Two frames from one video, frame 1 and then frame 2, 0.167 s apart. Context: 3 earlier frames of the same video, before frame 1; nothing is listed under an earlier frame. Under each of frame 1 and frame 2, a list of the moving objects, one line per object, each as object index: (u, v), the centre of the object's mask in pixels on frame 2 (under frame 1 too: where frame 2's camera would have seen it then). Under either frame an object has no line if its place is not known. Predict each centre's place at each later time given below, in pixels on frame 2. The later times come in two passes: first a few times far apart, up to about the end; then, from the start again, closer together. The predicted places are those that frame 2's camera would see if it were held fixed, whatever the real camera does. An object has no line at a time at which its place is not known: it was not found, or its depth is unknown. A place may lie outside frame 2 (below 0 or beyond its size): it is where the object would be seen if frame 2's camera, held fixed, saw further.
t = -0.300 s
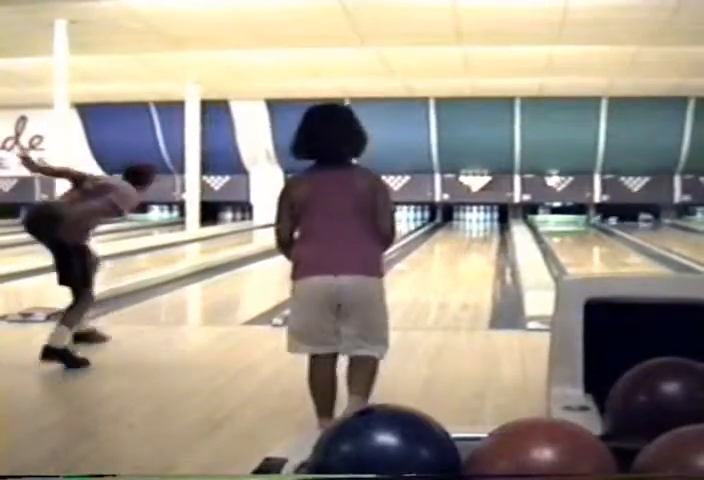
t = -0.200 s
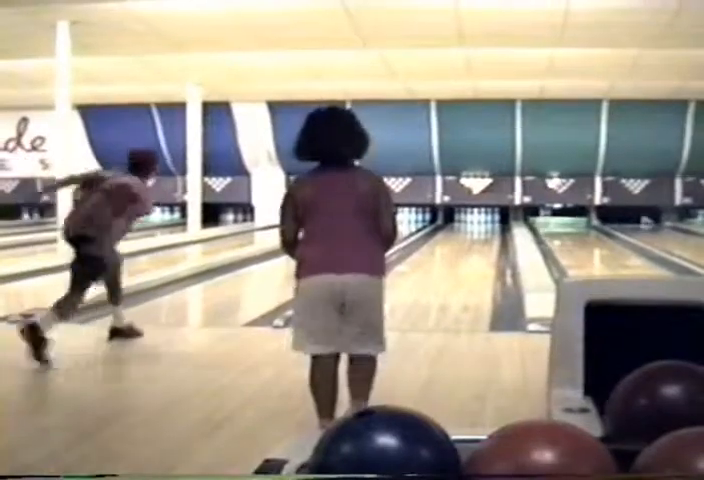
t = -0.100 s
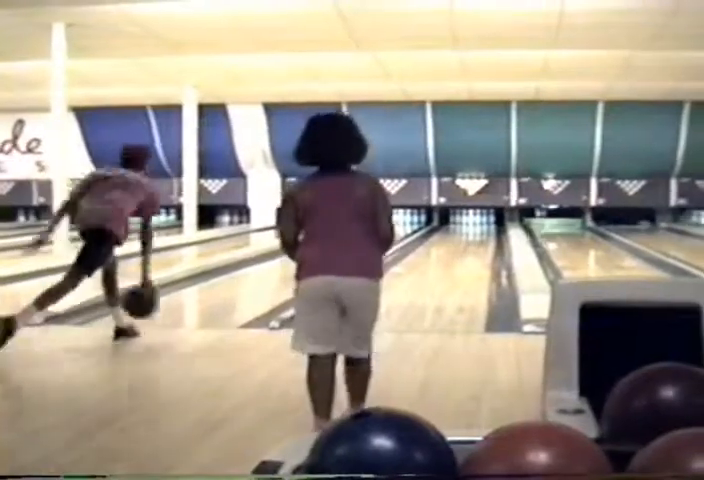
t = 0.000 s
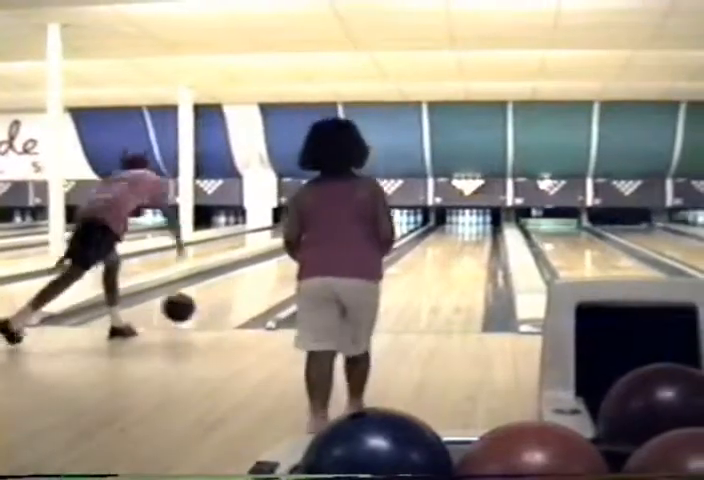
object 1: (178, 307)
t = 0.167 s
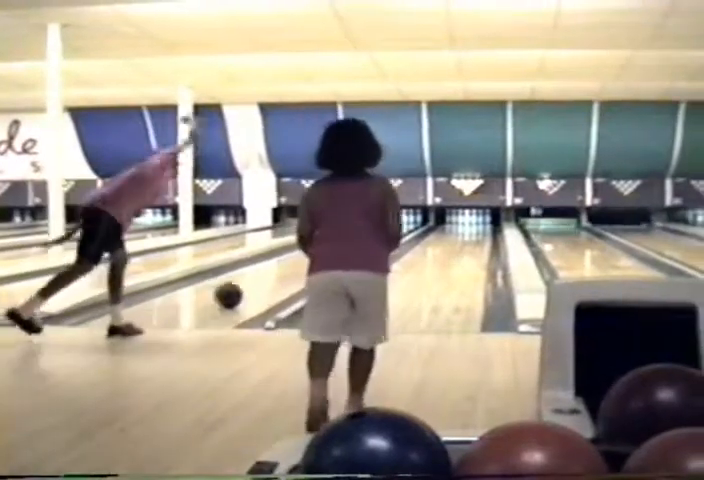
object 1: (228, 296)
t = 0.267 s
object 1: (252, 286)
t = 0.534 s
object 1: (297, 266)
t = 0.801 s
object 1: (326, 254)
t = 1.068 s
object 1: (346, 246)
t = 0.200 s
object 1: (237, 292)
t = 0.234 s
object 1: (244, 289)
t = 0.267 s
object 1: (252, 286)
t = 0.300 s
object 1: (259, 283)
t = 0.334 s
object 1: (266, 280)
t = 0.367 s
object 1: (271, 278)
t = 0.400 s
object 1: (277, 275)
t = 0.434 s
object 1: (283, 273)
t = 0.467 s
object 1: (288, 270)
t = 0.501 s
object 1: (292, 268)
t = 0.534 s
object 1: (297, 266)
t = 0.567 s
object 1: (302, 264)
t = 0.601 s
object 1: (305, 263)
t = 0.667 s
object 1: (312, 260)
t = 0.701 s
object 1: (317, 258)
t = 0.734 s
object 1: (321, 257)
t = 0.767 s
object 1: (324, 255)
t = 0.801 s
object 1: (326, 254)
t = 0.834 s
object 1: (328, 253)
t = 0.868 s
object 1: (331, 252)
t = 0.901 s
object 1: (334, 251)
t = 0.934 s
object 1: (337, 250)
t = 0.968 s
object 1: (339, 249)
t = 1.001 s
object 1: (342, 248)
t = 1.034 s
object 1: (345, 247)
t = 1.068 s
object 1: (346, 246)
